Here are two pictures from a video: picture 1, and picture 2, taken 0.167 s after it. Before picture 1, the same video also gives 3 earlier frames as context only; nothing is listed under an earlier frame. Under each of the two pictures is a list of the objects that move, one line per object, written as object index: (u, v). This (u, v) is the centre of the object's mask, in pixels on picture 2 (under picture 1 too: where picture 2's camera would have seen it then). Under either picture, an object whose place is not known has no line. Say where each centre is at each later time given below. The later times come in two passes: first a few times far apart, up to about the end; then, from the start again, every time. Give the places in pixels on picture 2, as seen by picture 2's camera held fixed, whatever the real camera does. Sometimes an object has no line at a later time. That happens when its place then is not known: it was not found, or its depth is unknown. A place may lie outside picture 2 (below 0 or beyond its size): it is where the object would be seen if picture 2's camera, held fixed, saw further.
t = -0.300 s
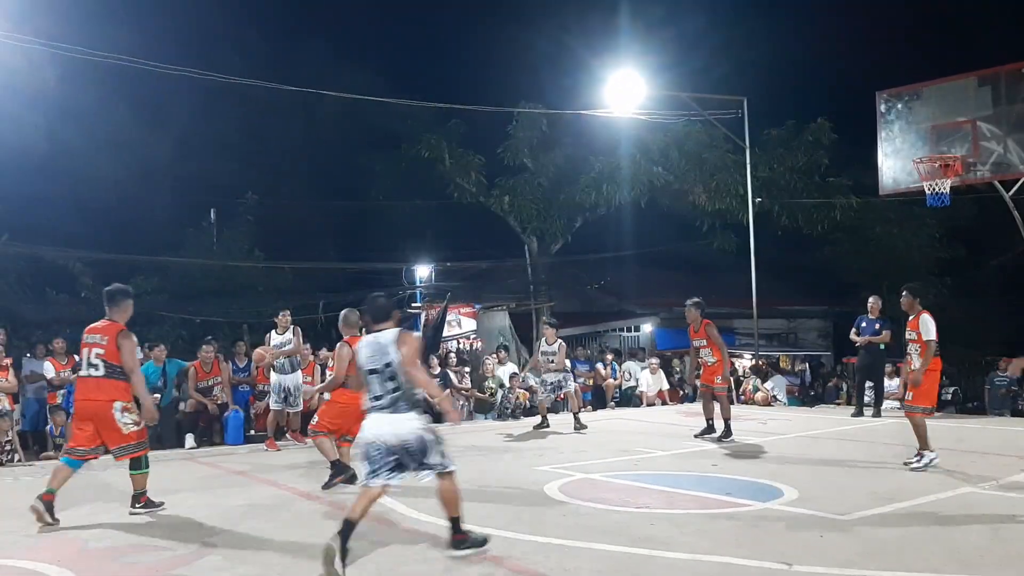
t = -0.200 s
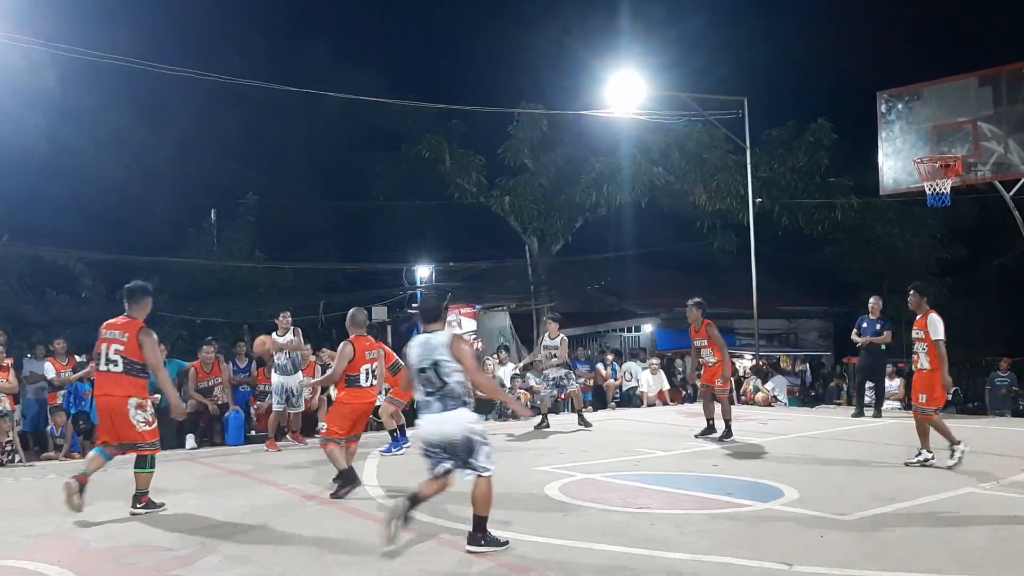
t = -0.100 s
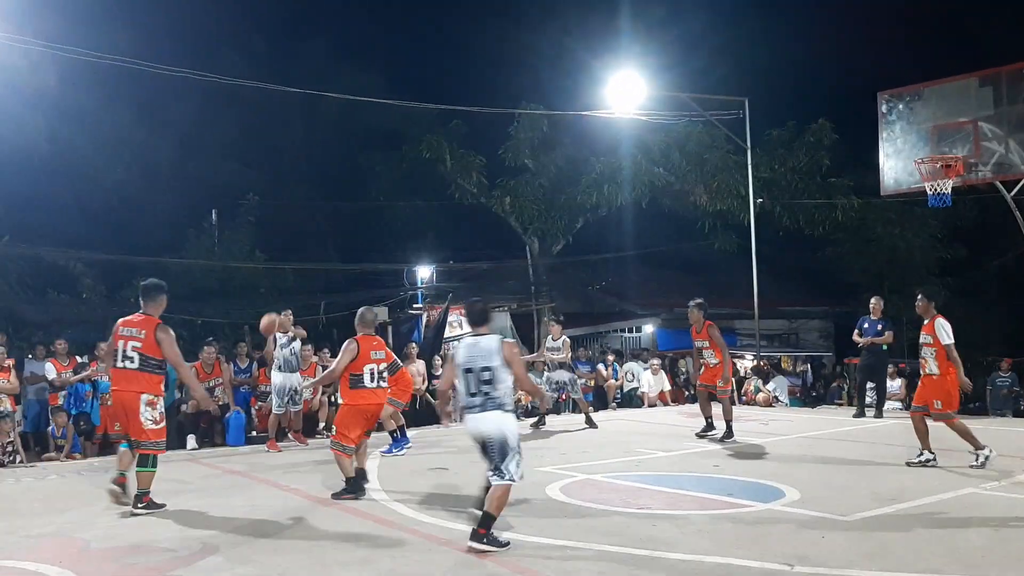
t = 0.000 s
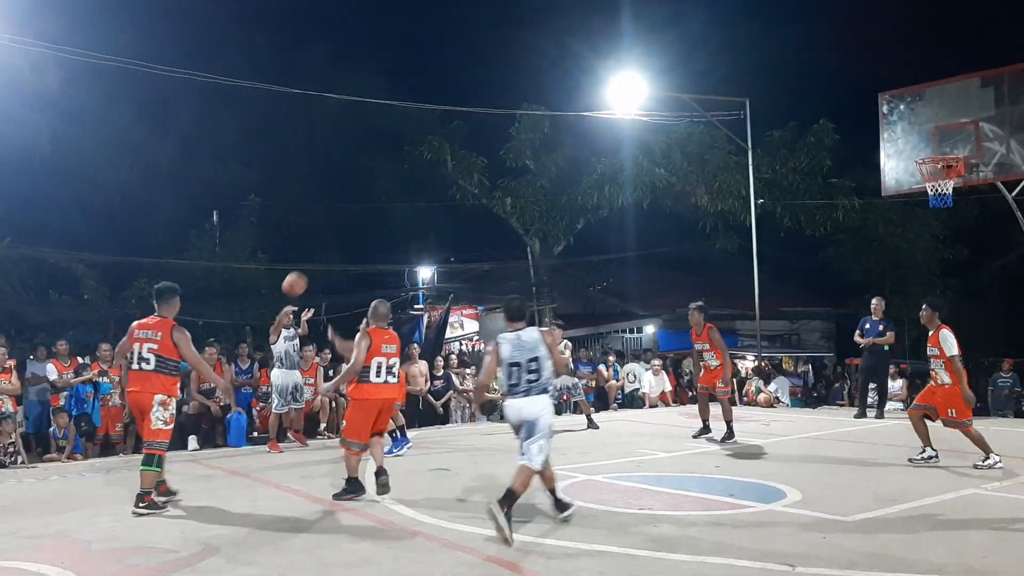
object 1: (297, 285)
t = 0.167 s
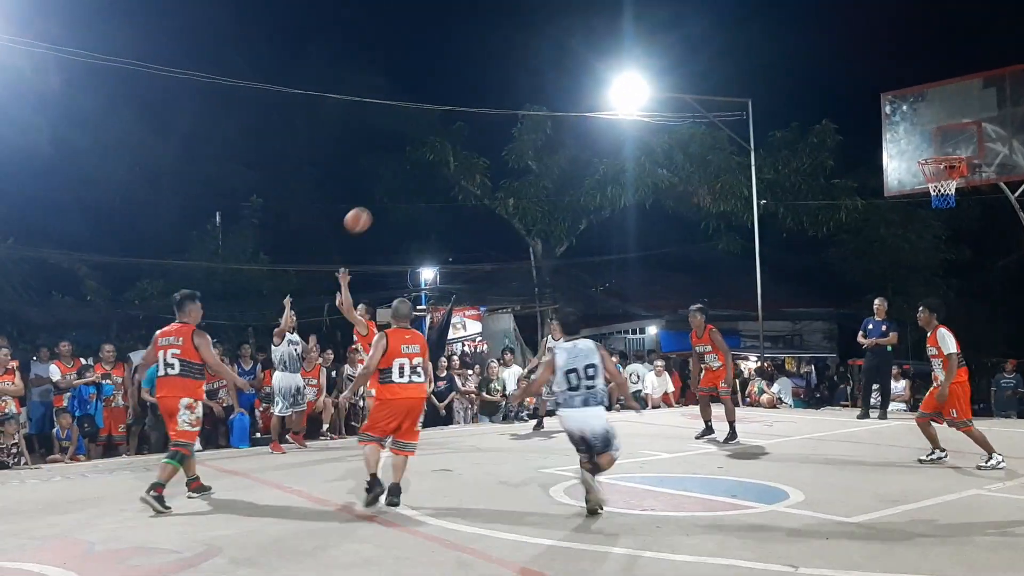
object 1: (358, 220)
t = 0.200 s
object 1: (371, 209)
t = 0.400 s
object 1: (457, 161)
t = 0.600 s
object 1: (563, 149)
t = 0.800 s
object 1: (698, 185)
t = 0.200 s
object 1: (371, 209)
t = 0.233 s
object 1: (384, 199)
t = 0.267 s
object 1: (398, 190)
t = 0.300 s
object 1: (412, 182)
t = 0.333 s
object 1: (427, 174)
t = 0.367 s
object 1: (442, 167)
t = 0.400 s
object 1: (457, 161)
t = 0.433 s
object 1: (474, 157)
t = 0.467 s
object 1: (490, 153)
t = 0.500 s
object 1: (508, 150)
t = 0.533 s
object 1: (525, 149)
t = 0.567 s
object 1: (544, 148)
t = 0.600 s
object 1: (563, 149)
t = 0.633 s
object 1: (583, 152)
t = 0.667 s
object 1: (604, 155)
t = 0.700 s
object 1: (626, 160)
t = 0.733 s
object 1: (649, 167)
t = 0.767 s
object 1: (673, 175)
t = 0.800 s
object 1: (698, 185)
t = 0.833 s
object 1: (723, 197)
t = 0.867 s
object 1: (751, 212)
